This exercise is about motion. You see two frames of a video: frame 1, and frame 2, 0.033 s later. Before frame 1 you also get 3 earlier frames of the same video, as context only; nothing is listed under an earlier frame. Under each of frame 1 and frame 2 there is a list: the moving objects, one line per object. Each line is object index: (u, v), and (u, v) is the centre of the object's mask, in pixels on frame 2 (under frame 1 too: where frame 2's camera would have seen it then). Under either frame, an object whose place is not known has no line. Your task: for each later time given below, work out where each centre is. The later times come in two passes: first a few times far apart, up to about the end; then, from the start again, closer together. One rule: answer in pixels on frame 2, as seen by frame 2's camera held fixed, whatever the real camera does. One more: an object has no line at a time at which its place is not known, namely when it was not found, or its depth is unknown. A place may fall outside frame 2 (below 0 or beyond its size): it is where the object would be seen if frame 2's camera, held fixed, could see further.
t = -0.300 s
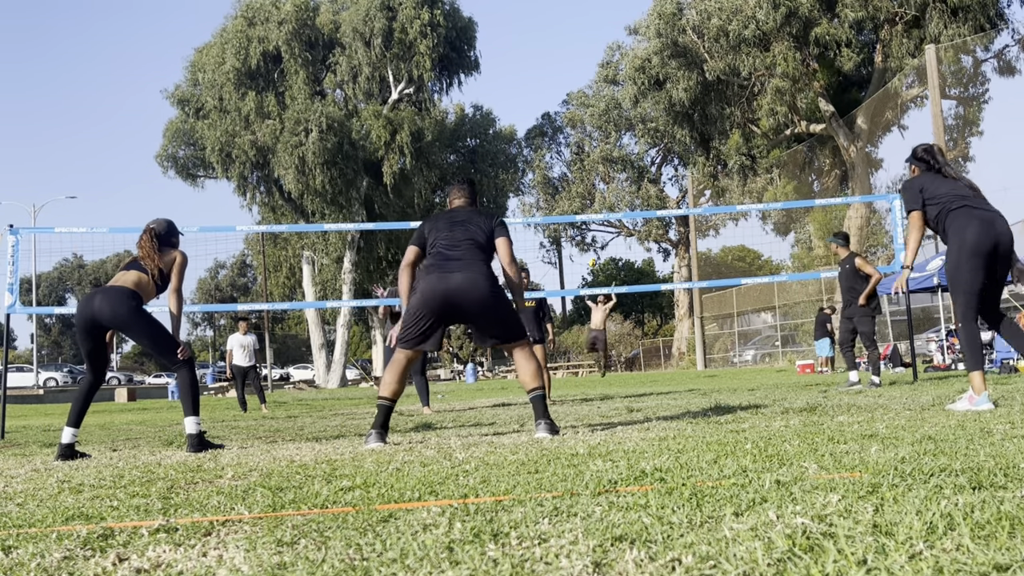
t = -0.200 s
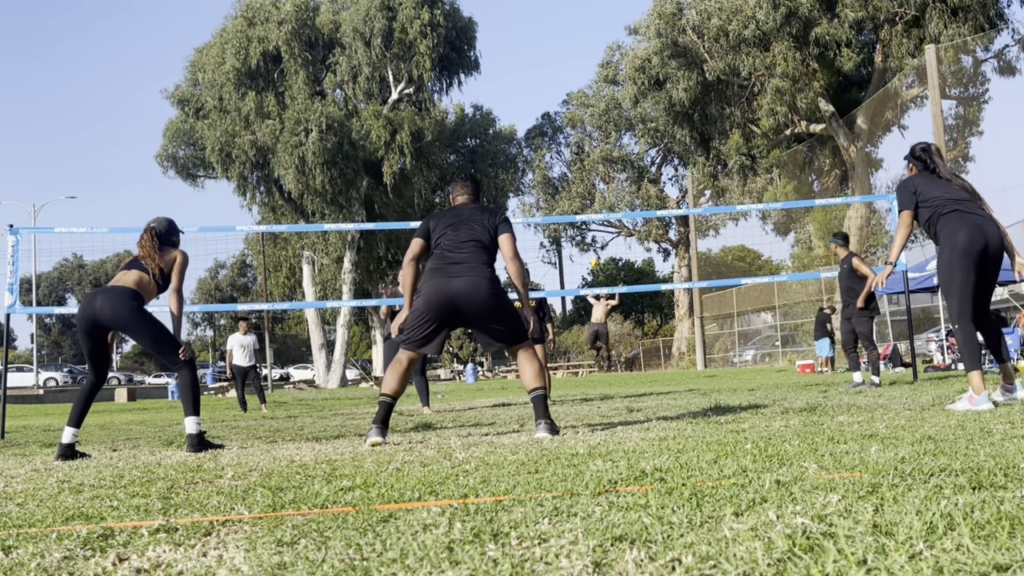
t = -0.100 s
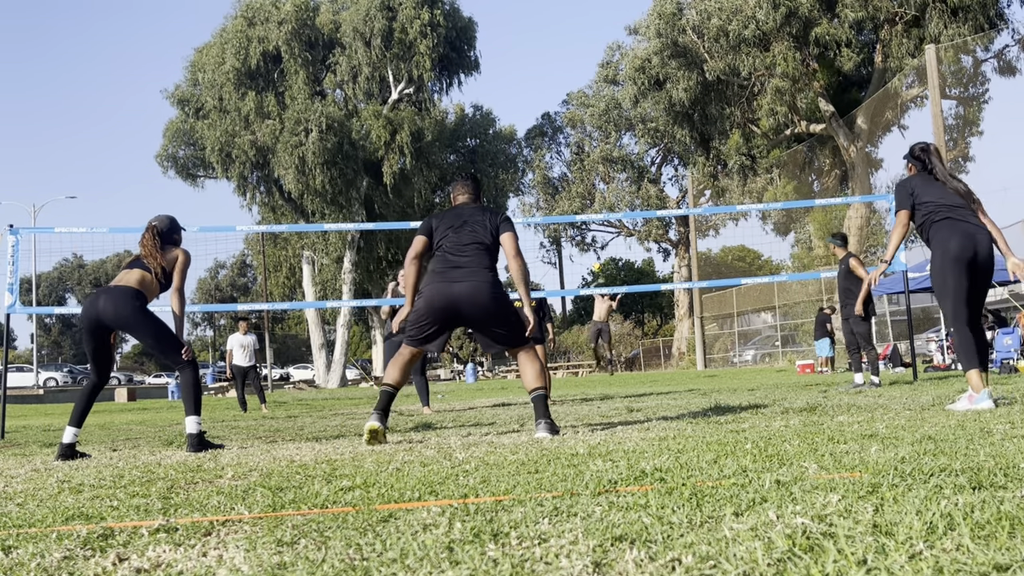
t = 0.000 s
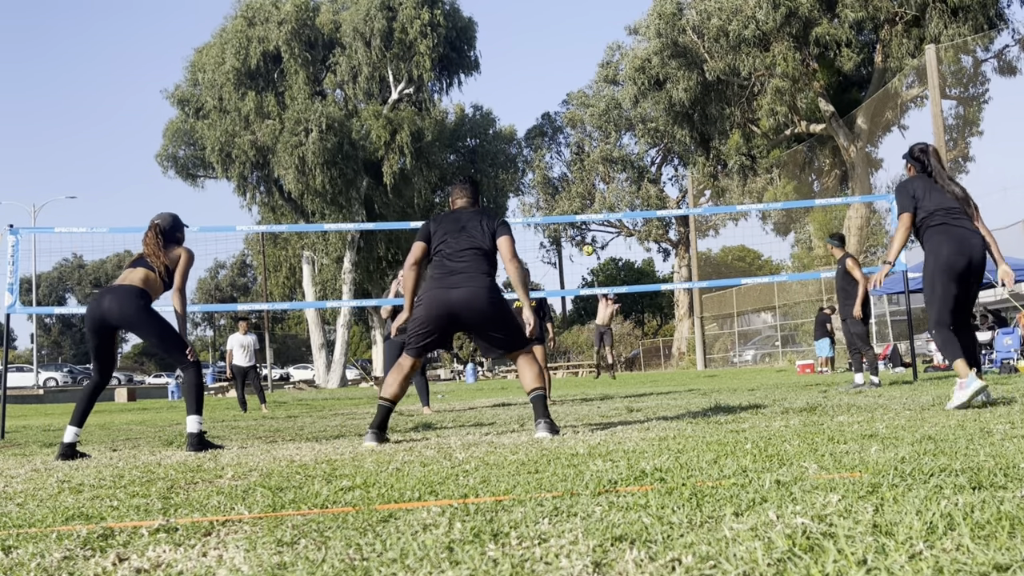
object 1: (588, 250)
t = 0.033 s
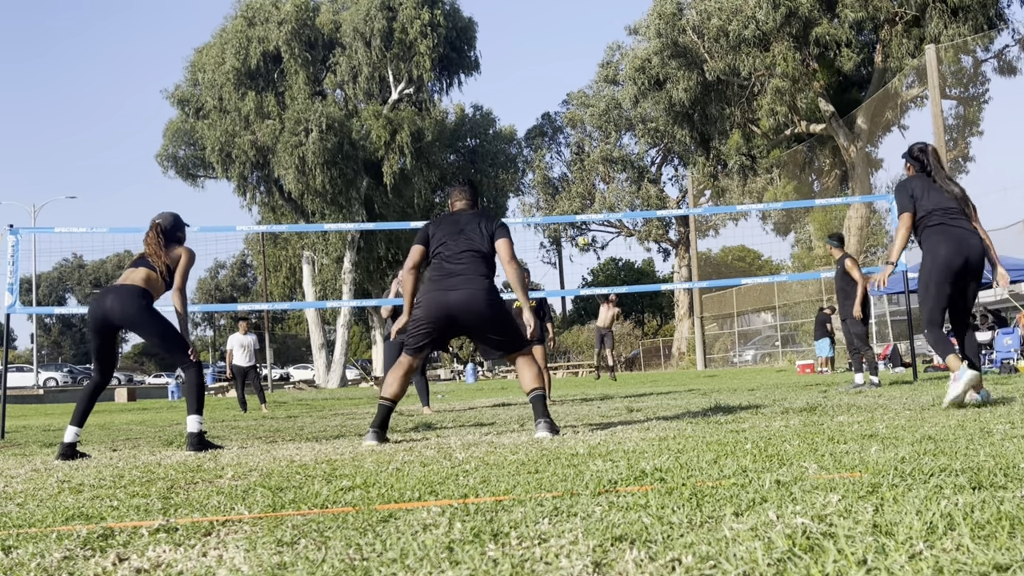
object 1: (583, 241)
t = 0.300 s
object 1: (541, 169)
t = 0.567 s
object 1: (484, 107)
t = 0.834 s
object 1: (376, 71)
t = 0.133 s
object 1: (567, 212)
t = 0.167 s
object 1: (563, 204)
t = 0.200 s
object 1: (557, 196)
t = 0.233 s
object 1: (551, 186)
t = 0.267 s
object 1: (546, 178)
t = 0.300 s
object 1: (541, 169)
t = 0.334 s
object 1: (535, 161)
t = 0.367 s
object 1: (529, 152)
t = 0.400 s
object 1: (523, 145)
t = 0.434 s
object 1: (516, 137)
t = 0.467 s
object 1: (510, 129)
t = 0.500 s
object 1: (502, 122)
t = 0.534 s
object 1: (493, 114)
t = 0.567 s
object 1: (484, 107)
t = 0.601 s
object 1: (475, 101)
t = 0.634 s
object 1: (464, 94)
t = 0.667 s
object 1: (452, 89)
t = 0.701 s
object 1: (439, 83)
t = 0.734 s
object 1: (425, 78)
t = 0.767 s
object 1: (410, 75)
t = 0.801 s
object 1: (394, 73)
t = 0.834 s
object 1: (376, 71)
